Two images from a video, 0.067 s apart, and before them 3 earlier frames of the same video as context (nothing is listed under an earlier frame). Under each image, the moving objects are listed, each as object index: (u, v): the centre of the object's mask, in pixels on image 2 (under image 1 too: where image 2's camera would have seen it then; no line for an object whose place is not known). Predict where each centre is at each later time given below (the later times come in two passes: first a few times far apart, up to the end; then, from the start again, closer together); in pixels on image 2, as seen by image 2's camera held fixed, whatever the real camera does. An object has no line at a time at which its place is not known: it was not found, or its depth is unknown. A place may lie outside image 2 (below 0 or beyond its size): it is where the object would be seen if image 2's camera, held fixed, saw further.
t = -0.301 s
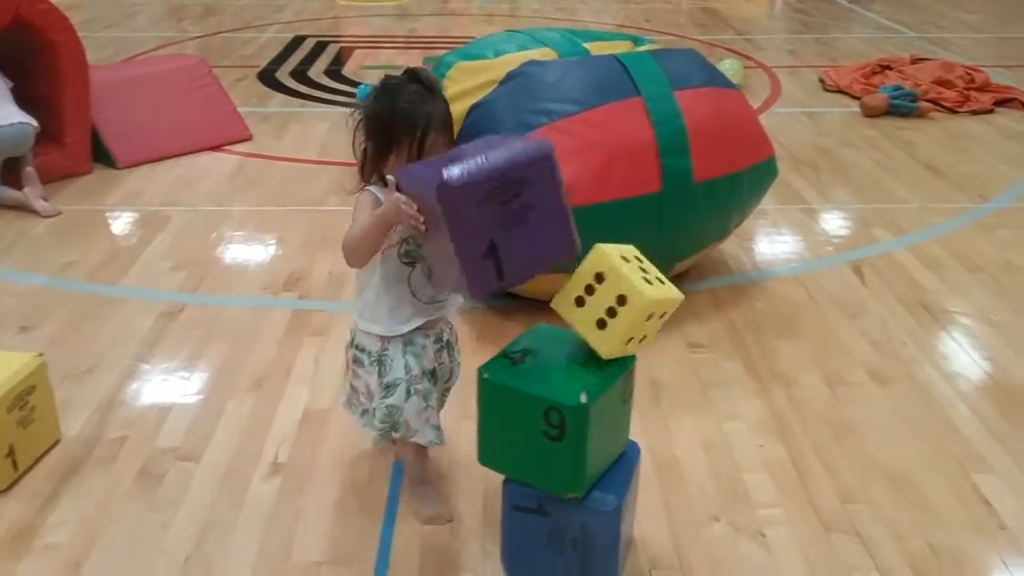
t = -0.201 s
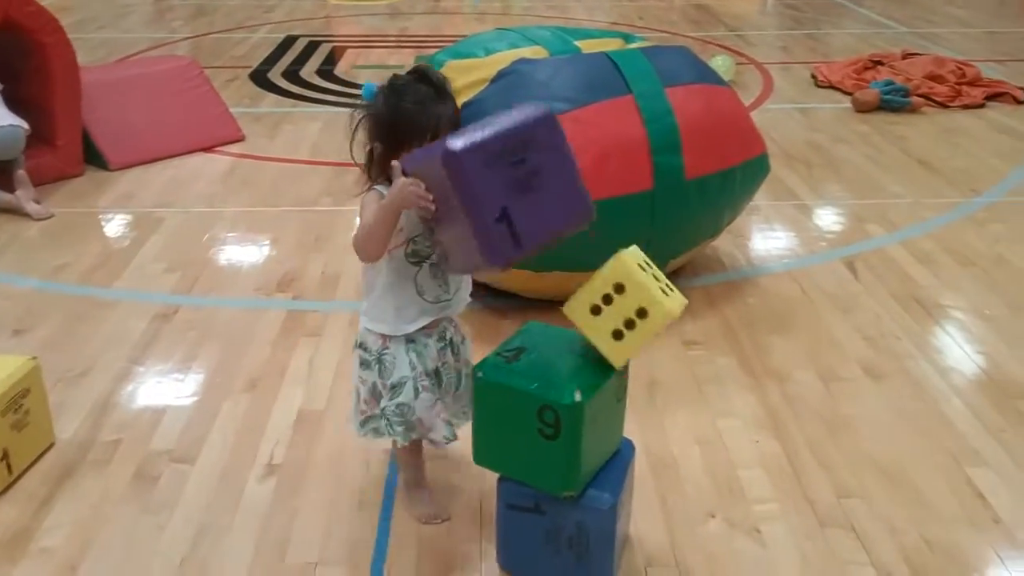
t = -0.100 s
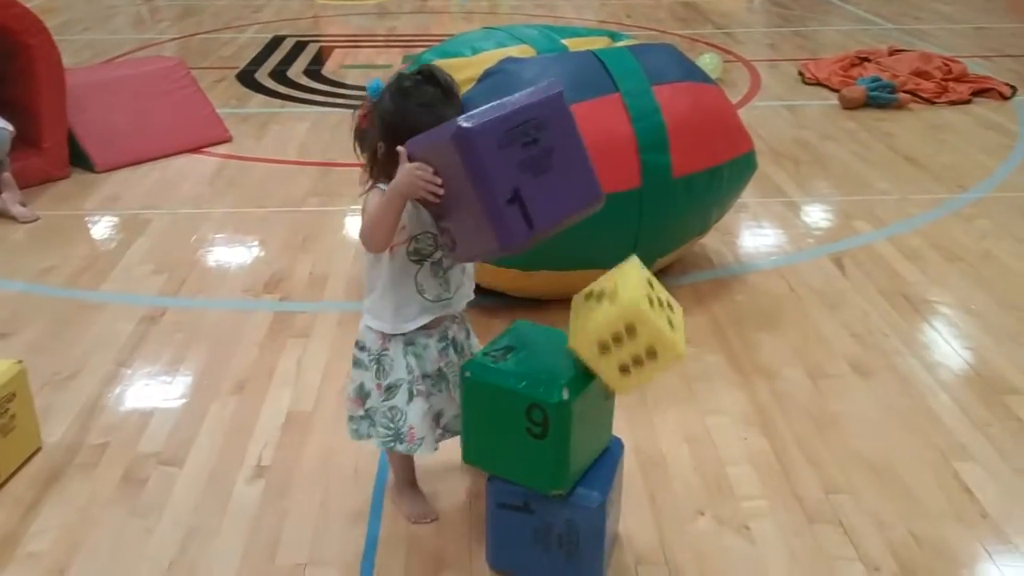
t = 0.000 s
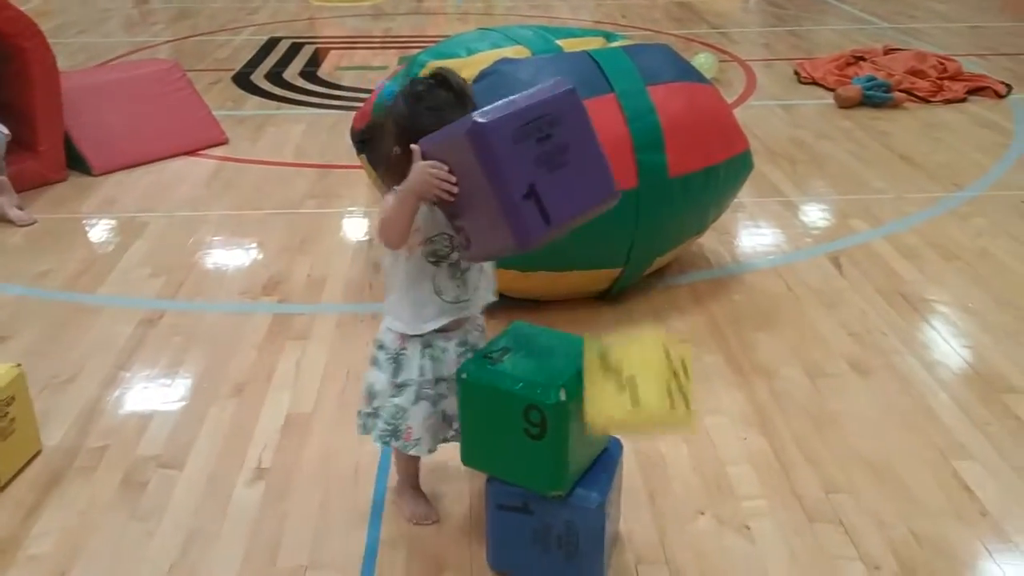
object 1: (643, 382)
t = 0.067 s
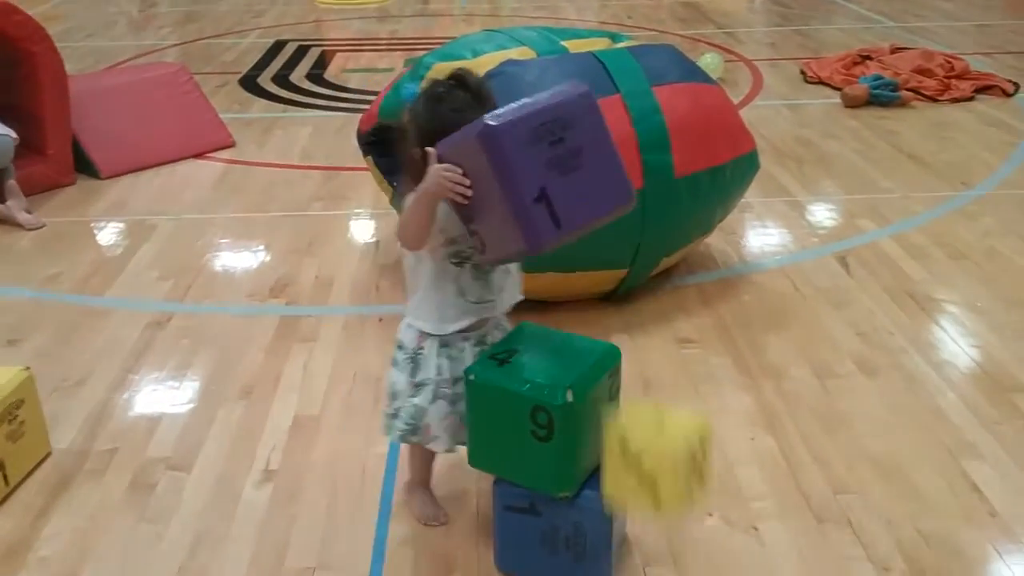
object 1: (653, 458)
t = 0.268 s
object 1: (658, 522)
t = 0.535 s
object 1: (716, 529)
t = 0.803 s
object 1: (727, 525)
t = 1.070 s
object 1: (758, 525)
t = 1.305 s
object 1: (786, 538)
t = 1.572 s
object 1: (768, 542)
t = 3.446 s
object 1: (772, 543)
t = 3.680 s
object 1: (772, 551)
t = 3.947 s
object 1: (771, 550)
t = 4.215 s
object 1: (772, 549)
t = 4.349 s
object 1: (771, 549)
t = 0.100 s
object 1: (658, 500)
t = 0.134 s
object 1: (665, 529)
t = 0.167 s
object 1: (669, 546)
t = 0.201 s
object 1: (660, 533)
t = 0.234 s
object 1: (657, 525)
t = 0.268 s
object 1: (658, 522)
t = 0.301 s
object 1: (664, 522)
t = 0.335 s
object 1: (674, 523)
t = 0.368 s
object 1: (680, 527)
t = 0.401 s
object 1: (686, 532)
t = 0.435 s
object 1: (696, 531)
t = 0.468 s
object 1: (705, 532)
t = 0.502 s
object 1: (712, 530)
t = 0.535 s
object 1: (716, 529)
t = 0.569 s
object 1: (719, 528)
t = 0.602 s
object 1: (722, 528)
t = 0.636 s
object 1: (725, 527)
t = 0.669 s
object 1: (725, 527)
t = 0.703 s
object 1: (726, 526)
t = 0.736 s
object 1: (726, 526)
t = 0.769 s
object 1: (727, 525)
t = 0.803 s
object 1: (727, 525)
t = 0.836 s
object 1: (728, 526)
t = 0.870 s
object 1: (731, 525)
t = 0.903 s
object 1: (733, 525)
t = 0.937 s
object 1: (735, 526)
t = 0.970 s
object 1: (739, 525)
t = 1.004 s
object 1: (743, 524)
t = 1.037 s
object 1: (749, 524)
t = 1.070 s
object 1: (758, 525)
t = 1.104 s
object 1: (767, 527)
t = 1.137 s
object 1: (775, 530)
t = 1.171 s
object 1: (782, 533)
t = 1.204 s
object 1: (786, 534)
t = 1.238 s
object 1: (787, 536)
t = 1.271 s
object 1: (788, 537)
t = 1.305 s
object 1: (786, 538)
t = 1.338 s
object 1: (783, 539)
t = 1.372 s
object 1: (778, 539)
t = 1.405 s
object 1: (772, 540)
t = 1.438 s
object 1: (767, 540)
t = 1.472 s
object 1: (765, 540)
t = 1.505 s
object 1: (765, 540)
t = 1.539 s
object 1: (766, 541)
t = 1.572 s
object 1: (768, 542)
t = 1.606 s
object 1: (772, 543)
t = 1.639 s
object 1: (774, 542)
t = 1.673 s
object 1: (775, 543)
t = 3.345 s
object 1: (772, 542)
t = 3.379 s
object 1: (772, 543)
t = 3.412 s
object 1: (772, 543)
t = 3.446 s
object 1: (772, 543)
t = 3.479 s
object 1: (772, 544)
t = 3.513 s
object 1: (772, 545)
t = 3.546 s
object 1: (772, 547)
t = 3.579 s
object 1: (772, 550)
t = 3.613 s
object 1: (772, 551)
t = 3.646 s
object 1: (772, 551)
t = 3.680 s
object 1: (772, 551)
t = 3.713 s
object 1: (772, 551)
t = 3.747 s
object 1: (772, 550)
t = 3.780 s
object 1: (772, 550)
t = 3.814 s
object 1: (772, 550)
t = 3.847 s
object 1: (772, 550)
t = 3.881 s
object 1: (772, 550)
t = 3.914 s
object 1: (771, 550)
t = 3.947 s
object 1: (771, 550)
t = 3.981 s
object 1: (771, 549)
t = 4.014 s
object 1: (771, 549)
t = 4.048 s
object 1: (771, 549)
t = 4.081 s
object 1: (771, 549)
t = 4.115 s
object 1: (772, 549)
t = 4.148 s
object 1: (772, 549)
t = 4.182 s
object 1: (771, 549)
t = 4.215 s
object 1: (772, 549)
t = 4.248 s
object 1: (771, 549)
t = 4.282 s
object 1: (771, 549)
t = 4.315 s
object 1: (771, 549)
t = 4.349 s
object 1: (771, 549)
